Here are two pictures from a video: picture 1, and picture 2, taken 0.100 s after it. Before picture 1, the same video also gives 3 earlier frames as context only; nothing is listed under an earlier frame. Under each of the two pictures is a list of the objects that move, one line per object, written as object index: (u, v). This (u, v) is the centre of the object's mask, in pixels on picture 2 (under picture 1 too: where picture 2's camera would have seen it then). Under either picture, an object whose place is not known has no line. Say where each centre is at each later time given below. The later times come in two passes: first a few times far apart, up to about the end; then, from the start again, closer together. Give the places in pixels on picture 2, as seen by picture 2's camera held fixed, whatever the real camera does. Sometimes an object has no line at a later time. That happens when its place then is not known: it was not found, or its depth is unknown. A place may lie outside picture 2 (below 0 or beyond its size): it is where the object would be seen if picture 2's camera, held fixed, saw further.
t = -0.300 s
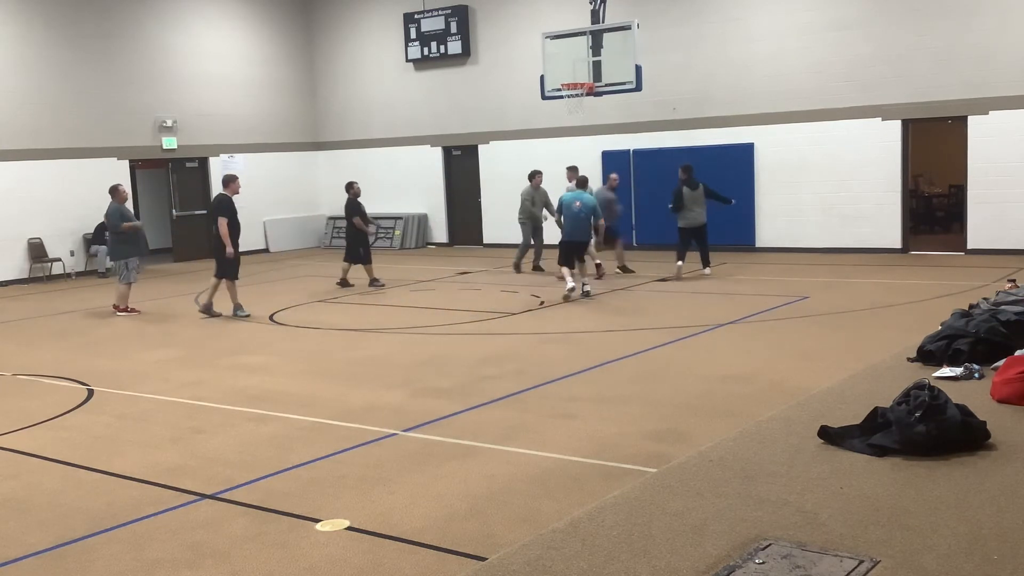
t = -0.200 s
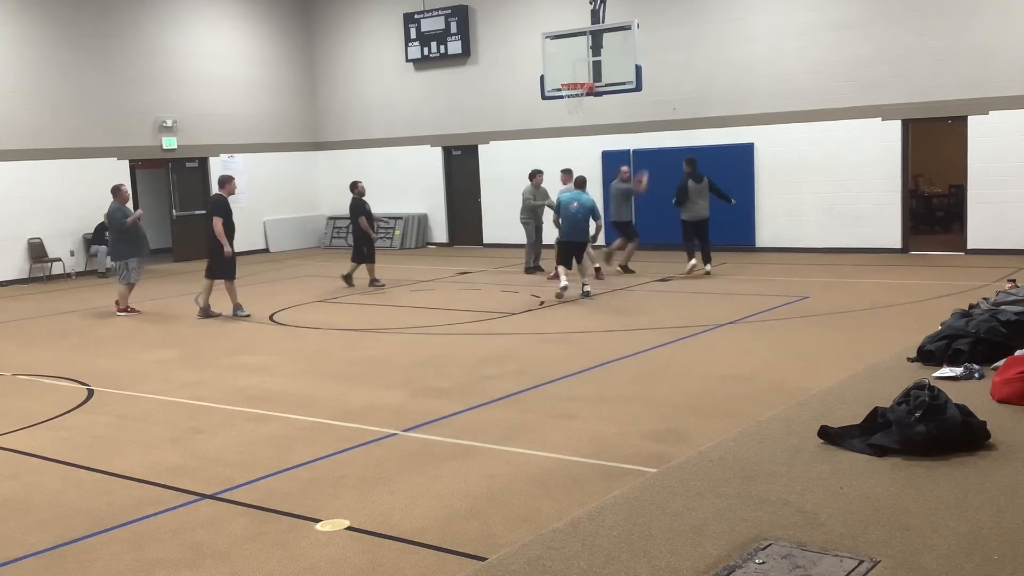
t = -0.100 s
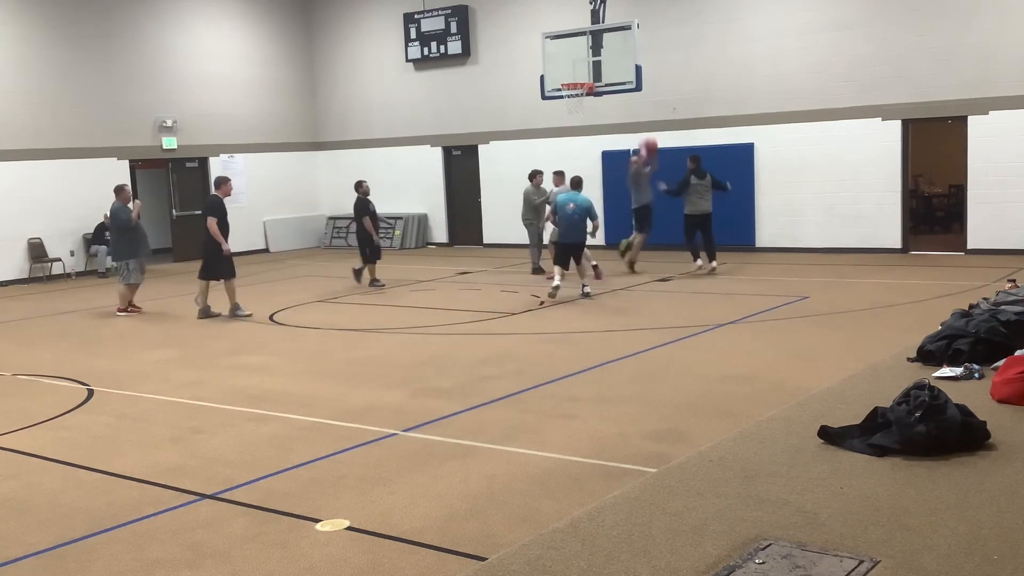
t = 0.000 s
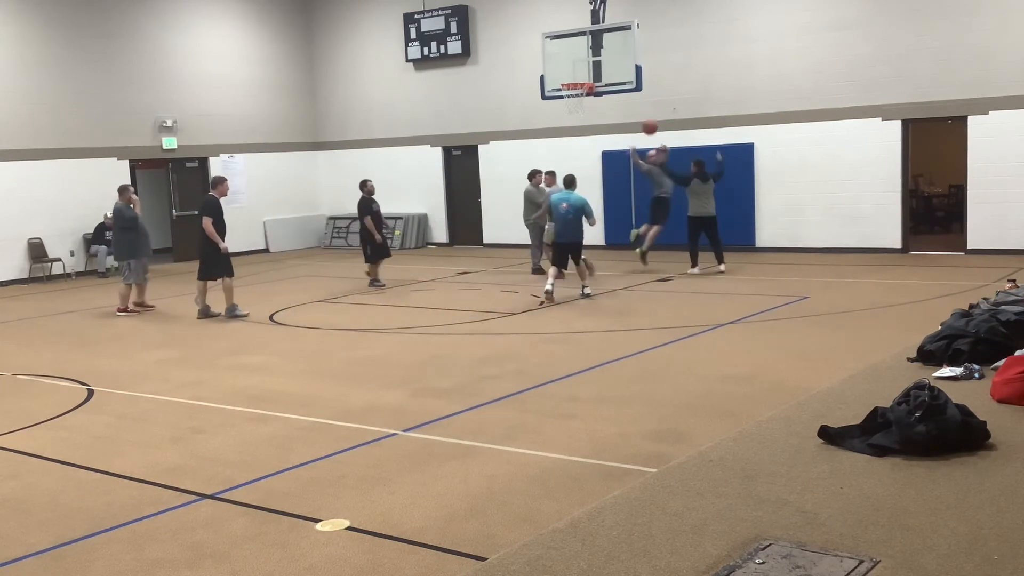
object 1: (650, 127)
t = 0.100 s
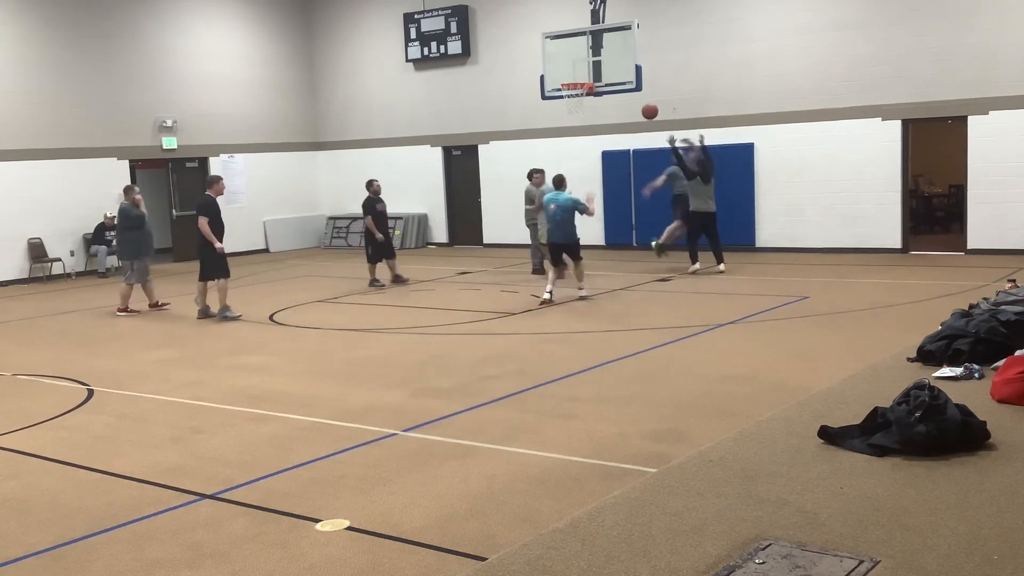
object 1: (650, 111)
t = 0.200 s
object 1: (650, 108)
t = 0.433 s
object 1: (651, 120)
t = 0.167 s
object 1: (650, 109)
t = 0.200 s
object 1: (650, 108)
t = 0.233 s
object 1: (650, 107)
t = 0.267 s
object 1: (650, 107)
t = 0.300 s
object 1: (650, 108)
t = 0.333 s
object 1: (650, 110)
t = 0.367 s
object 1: (650, 112)
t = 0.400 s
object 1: (650, 116)
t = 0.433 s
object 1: (651, 120)
